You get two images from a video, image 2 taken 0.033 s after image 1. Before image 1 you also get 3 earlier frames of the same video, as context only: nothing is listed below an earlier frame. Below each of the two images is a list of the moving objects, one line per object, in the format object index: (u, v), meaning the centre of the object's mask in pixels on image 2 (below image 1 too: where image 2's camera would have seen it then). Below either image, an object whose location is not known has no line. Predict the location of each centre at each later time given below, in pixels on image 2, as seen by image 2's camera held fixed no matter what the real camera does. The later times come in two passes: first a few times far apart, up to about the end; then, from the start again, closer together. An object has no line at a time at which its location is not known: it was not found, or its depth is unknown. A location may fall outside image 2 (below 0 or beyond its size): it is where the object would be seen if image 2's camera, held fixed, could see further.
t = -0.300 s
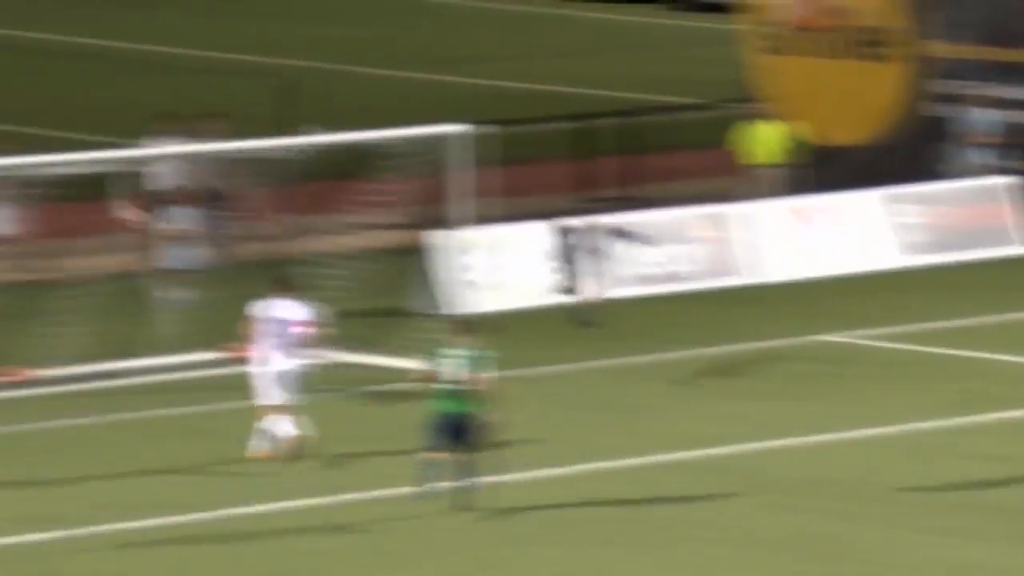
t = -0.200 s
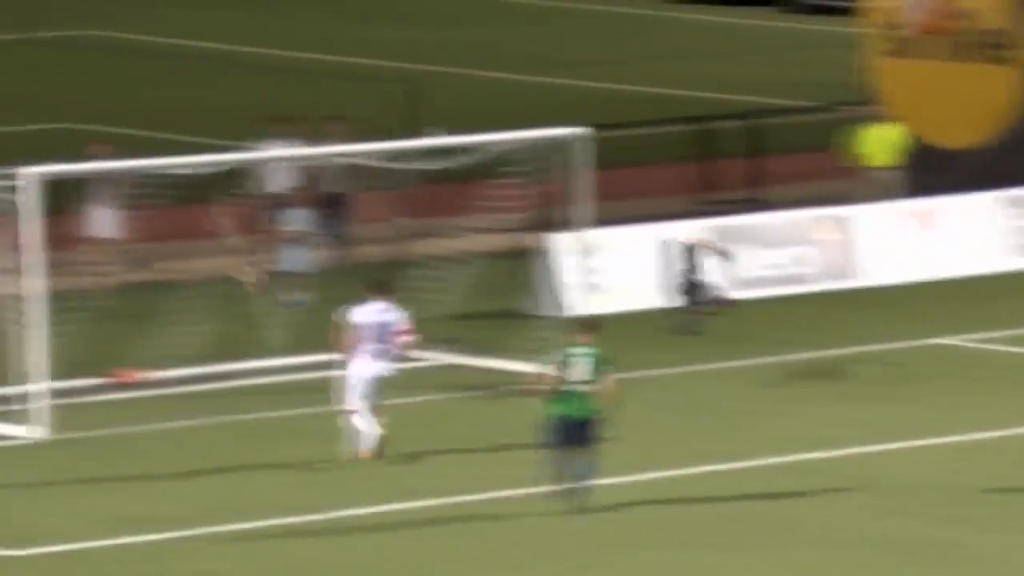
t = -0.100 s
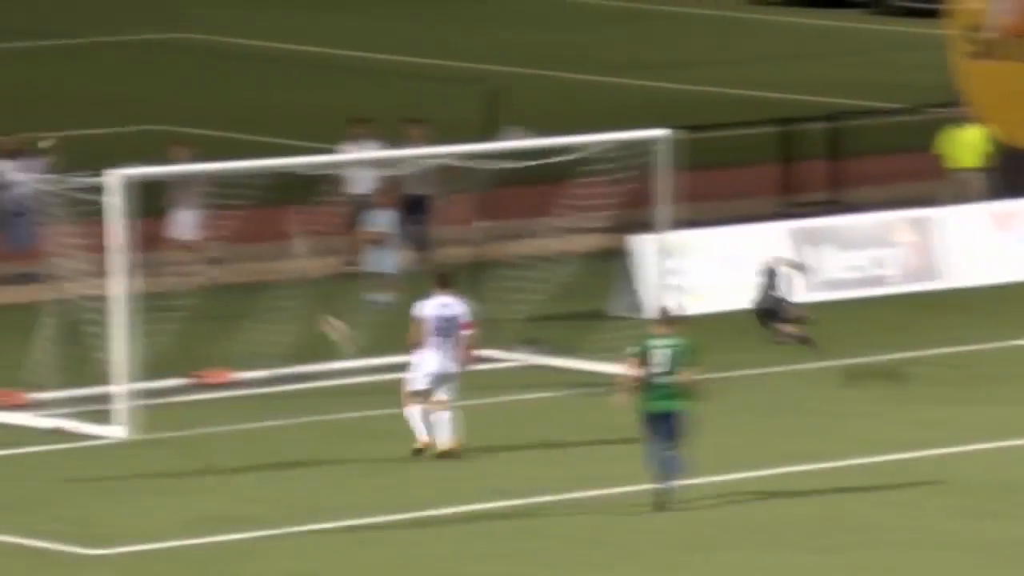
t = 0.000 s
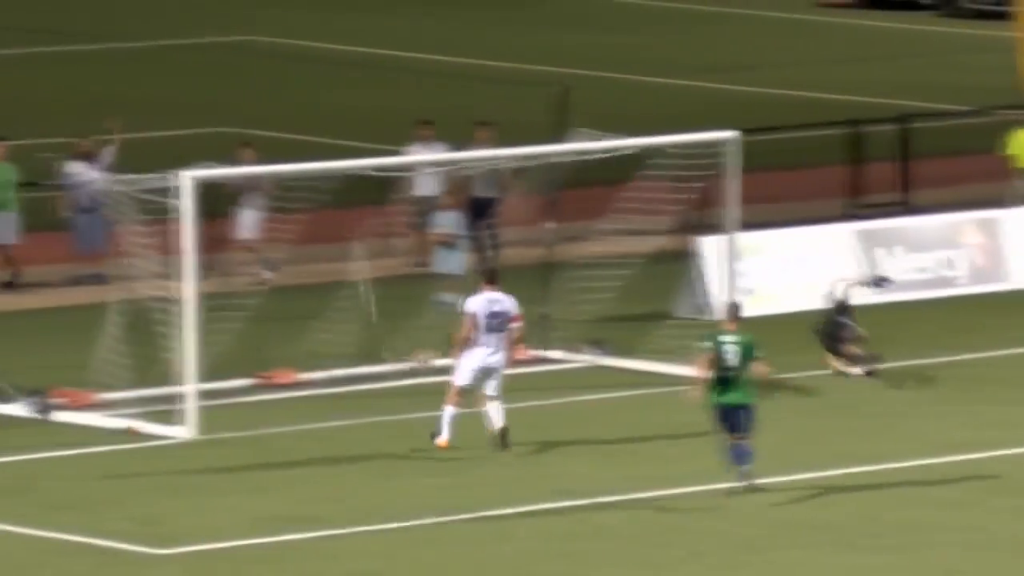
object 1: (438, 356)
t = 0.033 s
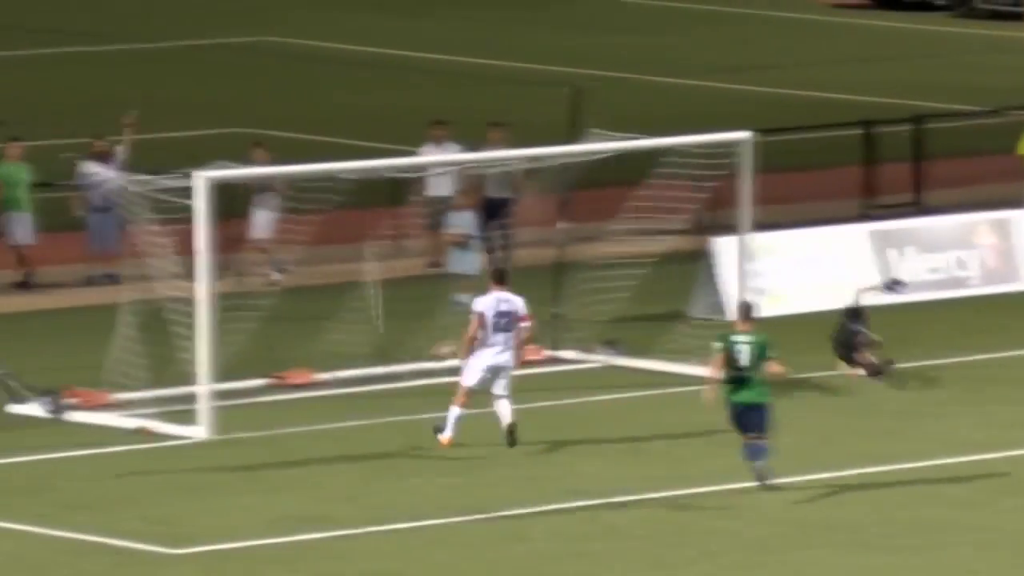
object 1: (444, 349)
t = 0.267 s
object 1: (506, 301)
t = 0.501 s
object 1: (566, 282)
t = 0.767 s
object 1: (634, 297)
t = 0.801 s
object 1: (643, 300)
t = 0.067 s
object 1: (449, 339)
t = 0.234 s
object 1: (499, 304)
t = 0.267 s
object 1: (506, 301)
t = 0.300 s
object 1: (513, 296)
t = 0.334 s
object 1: (522, 291)
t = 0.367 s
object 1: (530, 290)
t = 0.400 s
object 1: (538, 286)
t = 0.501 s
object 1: (566, 282)
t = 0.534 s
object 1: (573, 282)
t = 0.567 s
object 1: (582, 281)
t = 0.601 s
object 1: (592, 283)
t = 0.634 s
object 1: (600, 284)
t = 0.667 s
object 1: (606, 285)
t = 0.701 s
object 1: (616, 289)
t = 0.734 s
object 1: (623, 293)
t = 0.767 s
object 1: (634, 297)
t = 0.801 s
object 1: (643, 300)
